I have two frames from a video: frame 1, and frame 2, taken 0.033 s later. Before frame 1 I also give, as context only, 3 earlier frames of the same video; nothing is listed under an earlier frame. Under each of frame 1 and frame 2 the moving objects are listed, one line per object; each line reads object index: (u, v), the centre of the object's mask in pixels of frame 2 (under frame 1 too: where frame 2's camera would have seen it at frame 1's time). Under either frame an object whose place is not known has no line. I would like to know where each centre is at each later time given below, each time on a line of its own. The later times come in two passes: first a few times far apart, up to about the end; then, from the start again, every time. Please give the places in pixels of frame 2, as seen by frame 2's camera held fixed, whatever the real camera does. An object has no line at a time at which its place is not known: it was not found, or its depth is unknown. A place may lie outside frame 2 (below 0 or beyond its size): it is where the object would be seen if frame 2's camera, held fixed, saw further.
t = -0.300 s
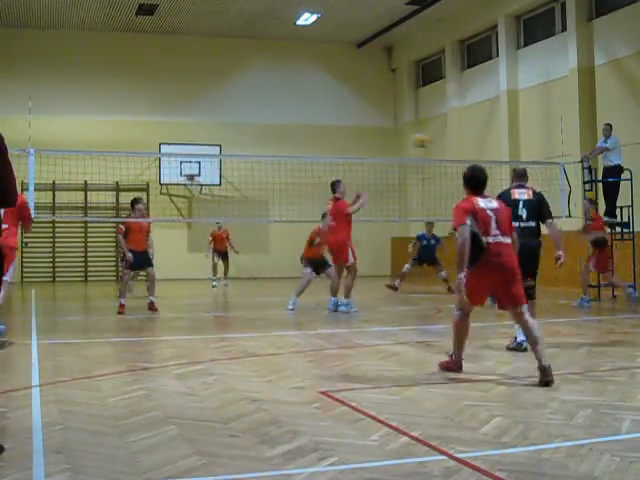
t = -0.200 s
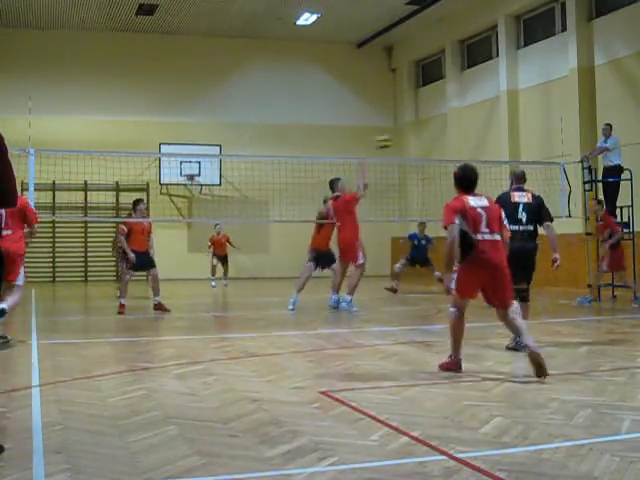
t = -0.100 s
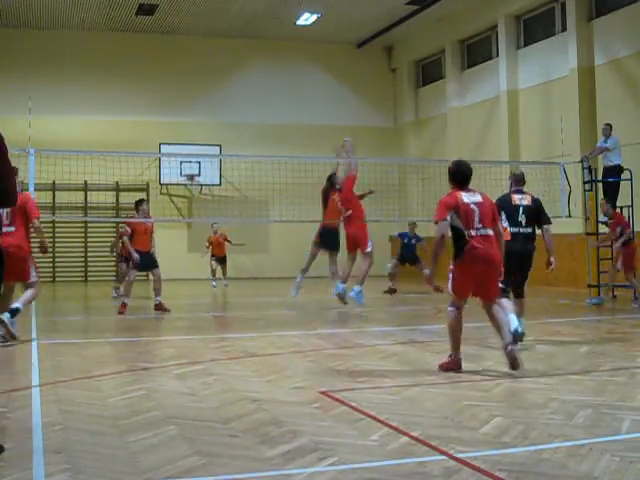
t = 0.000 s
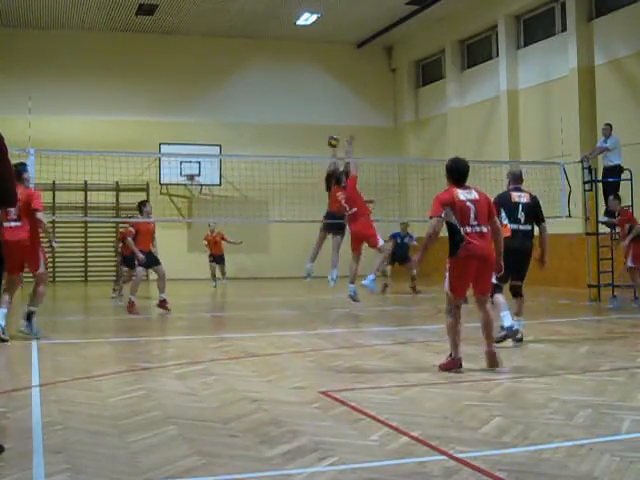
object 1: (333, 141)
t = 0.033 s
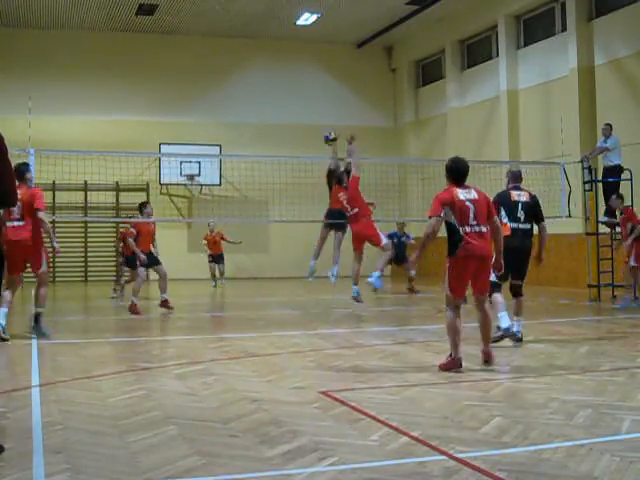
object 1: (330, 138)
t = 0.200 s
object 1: (318, 134)
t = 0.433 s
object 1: (300, 159)
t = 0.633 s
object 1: (283, 214)
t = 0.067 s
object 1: (328, 135)
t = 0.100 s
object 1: (327, 134)
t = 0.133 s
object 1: (322, 134)
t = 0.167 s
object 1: (321, 133)
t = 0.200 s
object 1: (318, 134)
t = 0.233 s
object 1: (316, 135)
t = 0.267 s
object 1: (314, 136)
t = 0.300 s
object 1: (311, 139)
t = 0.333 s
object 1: (308, 143)
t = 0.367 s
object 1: (306, 147)
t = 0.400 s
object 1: (303, 152)
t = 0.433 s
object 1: (300, 159)
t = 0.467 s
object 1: (297, 166)
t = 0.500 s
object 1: (295, 173)
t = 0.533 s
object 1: (291, 183)
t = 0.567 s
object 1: (289, 192)
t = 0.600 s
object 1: (287, 201)
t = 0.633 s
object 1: (283, 214)
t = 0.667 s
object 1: (280, 227)
